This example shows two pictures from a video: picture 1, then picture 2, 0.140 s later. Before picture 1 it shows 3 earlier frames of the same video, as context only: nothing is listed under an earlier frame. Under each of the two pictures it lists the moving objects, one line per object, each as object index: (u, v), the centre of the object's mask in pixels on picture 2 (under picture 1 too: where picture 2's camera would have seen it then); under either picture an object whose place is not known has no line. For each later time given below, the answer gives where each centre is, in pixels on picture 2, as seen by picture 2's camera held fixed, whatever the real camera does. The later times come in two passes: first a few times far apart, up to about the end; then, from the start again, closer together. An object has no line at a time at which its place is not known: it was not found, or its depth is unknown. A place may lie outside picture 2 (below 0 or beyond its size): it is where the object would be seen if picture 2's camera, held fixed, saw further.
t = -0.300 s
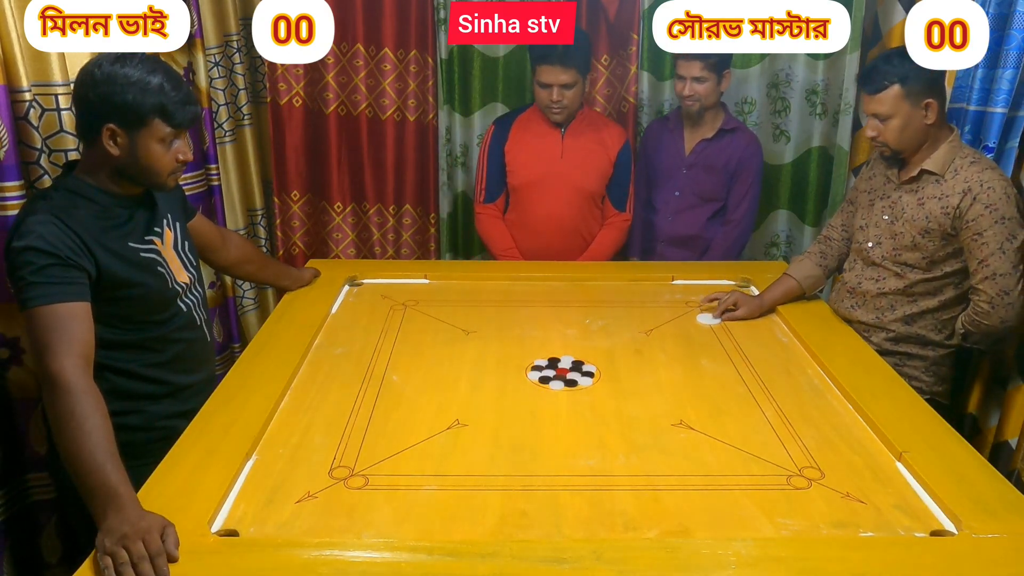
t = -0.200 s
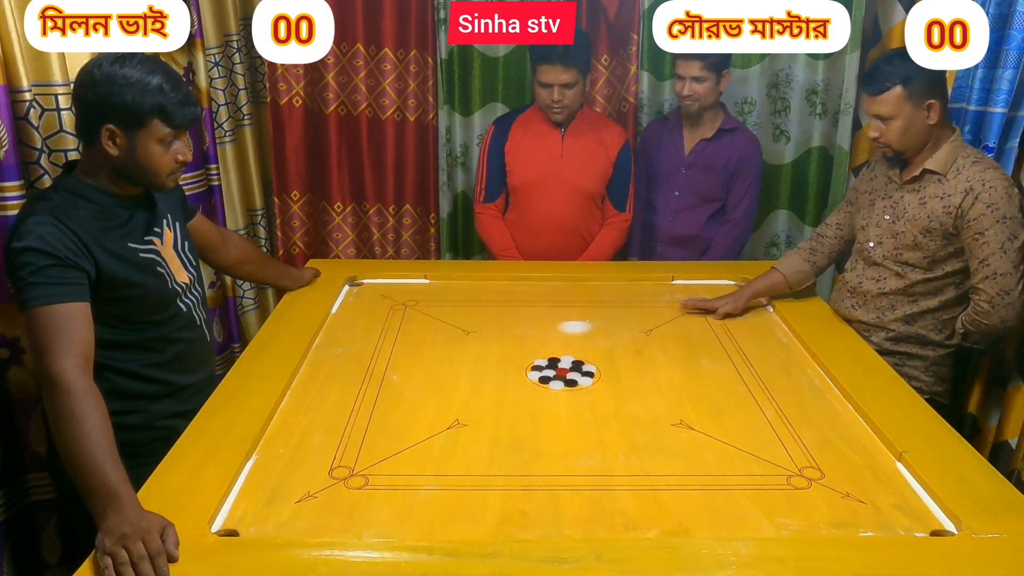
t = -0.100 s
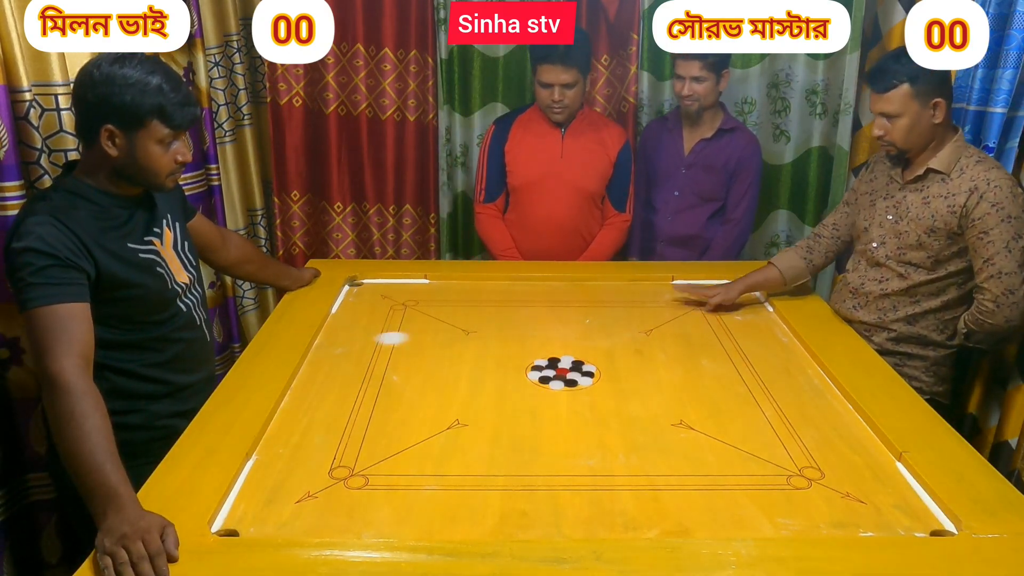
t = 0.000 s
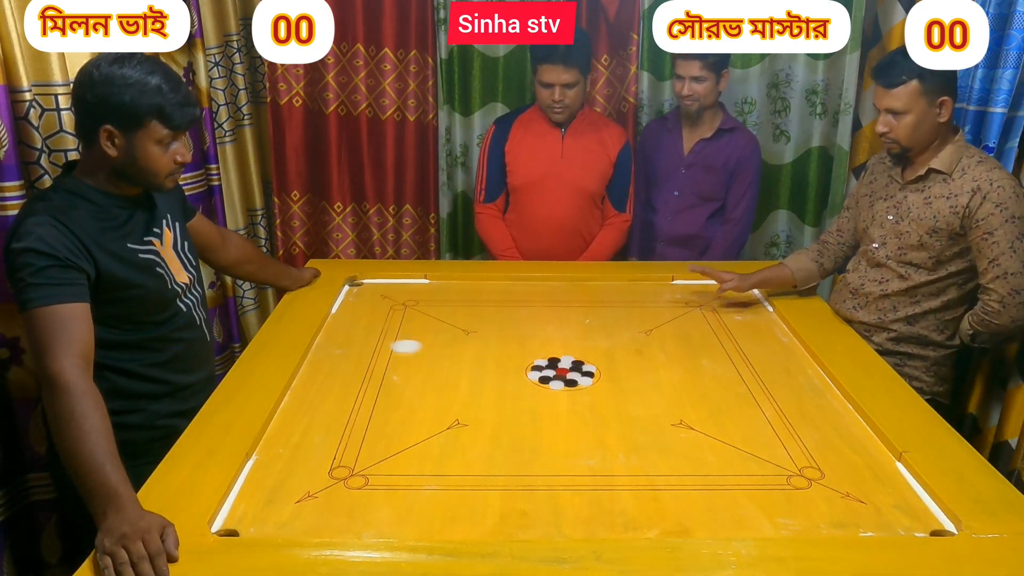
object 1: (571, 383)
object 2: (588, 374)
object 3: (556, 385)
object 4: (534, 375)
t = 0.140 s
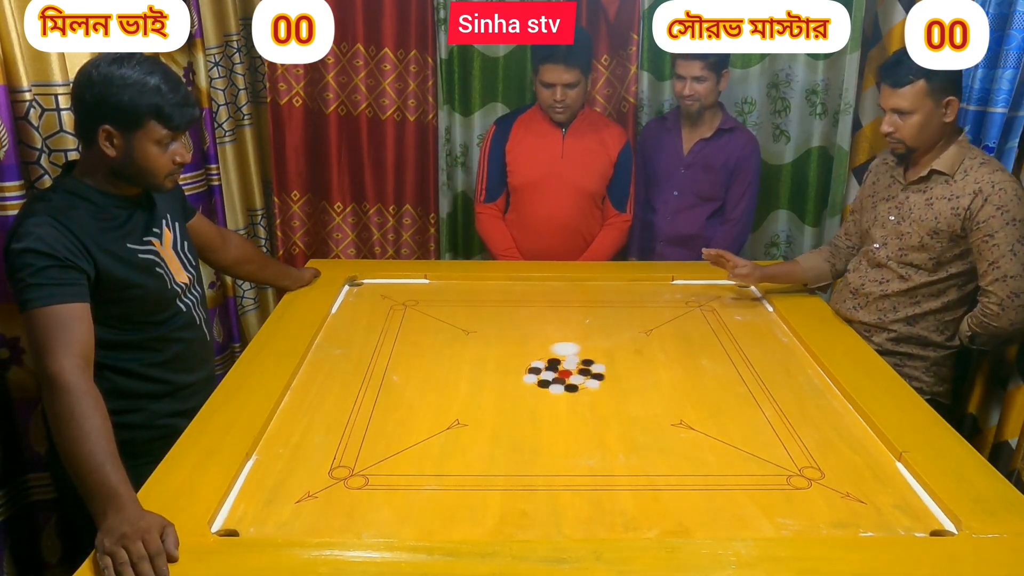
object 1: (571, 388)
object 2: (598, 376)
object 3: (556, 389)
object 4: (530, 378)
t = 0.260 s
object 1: (573, 408)
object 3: (555, 402)
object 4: (516, 388)
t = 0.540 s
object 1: (577, 446)
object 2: (700, 400)
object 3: (554, 420)
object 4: (498, 401)
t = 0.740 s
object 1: (578, 464)
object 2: (730, 408)
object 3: (554, 422)
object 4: (496, 402)
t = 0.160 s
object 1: (572, 392)
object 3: (556, 391)
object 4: (527, 380)
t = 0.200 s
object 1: (572, 398)
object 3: (555, 396)
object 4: (522, 383)
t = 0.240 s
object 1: (573, 405)
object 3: (555, 400)
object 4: (518, 387)
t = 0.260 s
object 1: (573, 408)
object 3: (555, 402)
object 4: (516, 388)
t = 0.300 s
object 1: (574, 415)
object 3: (555, 406)
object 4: (512, 391)
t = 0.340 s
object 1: (574, 421)
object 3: (555, 410)
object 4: (508, 393)
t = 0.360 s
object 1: (575, 424)
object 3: (555, 411)
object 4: (507, 394)
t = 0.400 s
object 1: (575, 430)
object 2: (674, 394)
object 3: (555, 414)
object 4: (504, 396)
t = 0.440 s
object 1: (576, 435)
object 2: (684, 396)
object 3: (555, 416)
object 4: (501, 398)
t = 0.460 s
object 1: (576, 438)
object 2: (688, 397)
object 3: (555, 417)
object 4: (500, 399)
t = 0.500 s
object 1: (576, 441)
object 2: (692, 398)
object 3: (555, 418)
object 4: (499, 399)
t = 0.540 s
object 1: (577, 446)
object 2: (700, 400)
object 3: (554, 420)
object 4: (498, 401)
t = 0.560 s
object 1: (577, 450)
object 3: (554, 421)
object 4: (497, 401)
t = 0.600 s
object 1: (577, 454)
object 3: (554, 422)
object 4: (496, 402)
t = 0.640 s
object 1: (577, 458)
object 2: (719, 405)
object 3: (554, 422)
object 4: (496, 402)
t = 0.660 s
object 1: (578, 460)
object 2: (722, 406)
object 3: (554, 422)
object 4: (496, 402)
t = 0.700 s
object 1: (578, 462)
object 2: (726, 407)
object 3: (554, 422)
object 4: (496, 402)
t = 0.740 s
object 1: (578, 464)
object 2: (730, 408)
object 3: (554, 422)
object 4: (496, 402)
